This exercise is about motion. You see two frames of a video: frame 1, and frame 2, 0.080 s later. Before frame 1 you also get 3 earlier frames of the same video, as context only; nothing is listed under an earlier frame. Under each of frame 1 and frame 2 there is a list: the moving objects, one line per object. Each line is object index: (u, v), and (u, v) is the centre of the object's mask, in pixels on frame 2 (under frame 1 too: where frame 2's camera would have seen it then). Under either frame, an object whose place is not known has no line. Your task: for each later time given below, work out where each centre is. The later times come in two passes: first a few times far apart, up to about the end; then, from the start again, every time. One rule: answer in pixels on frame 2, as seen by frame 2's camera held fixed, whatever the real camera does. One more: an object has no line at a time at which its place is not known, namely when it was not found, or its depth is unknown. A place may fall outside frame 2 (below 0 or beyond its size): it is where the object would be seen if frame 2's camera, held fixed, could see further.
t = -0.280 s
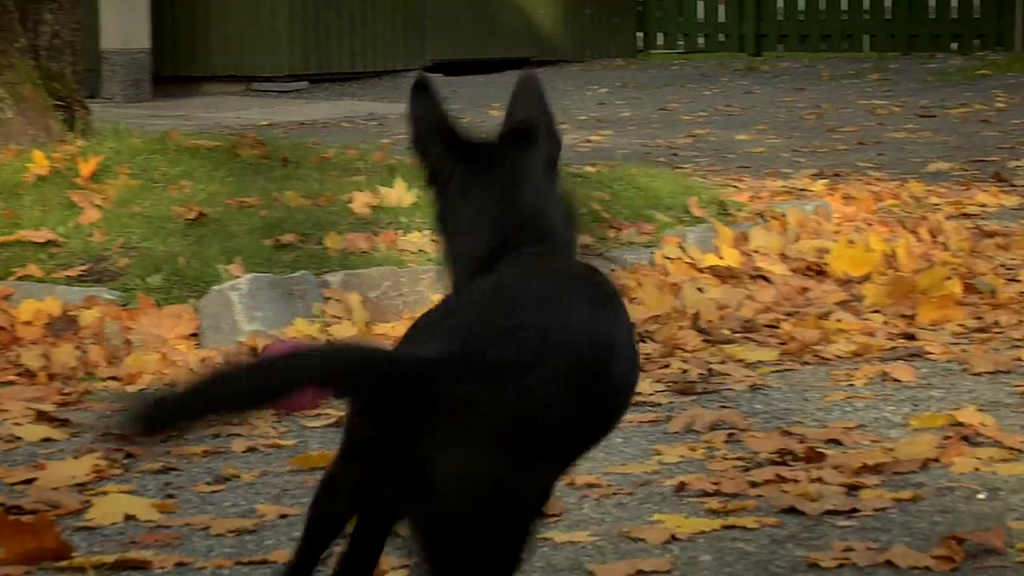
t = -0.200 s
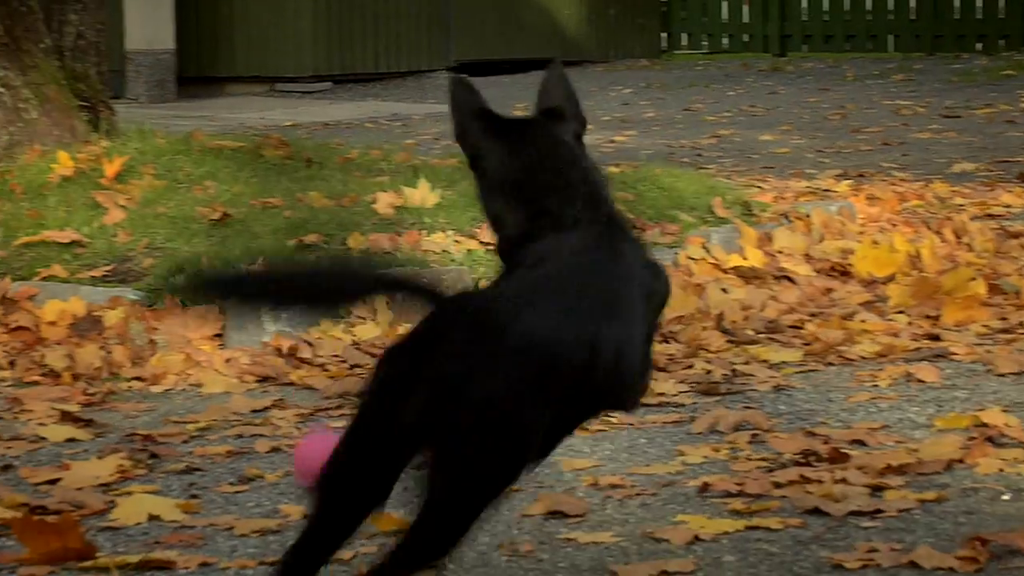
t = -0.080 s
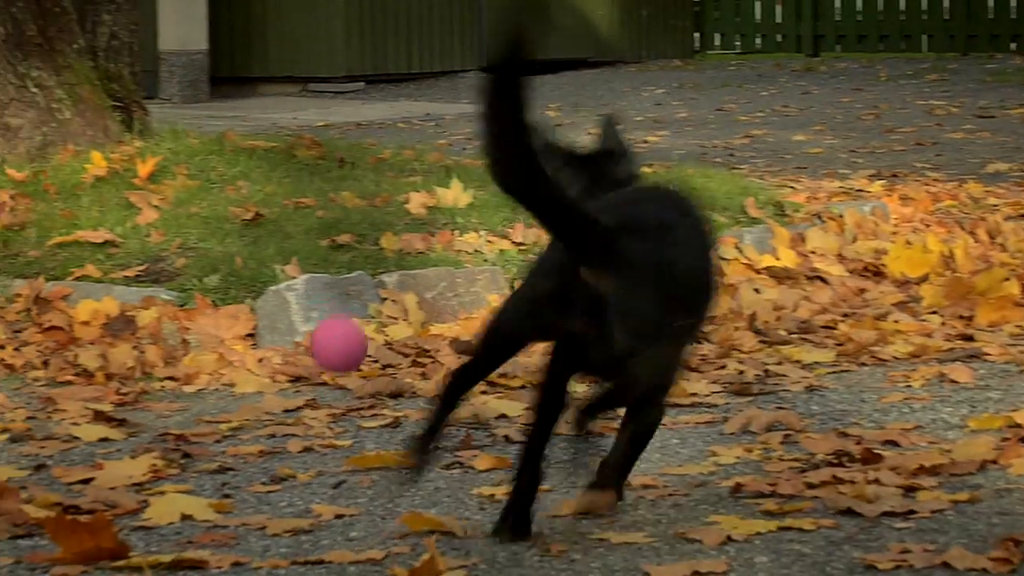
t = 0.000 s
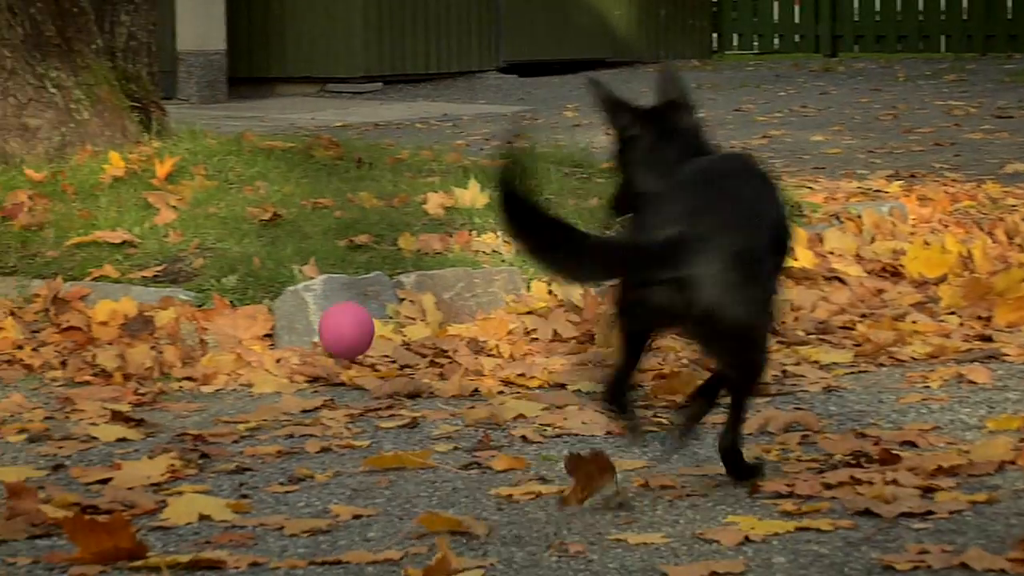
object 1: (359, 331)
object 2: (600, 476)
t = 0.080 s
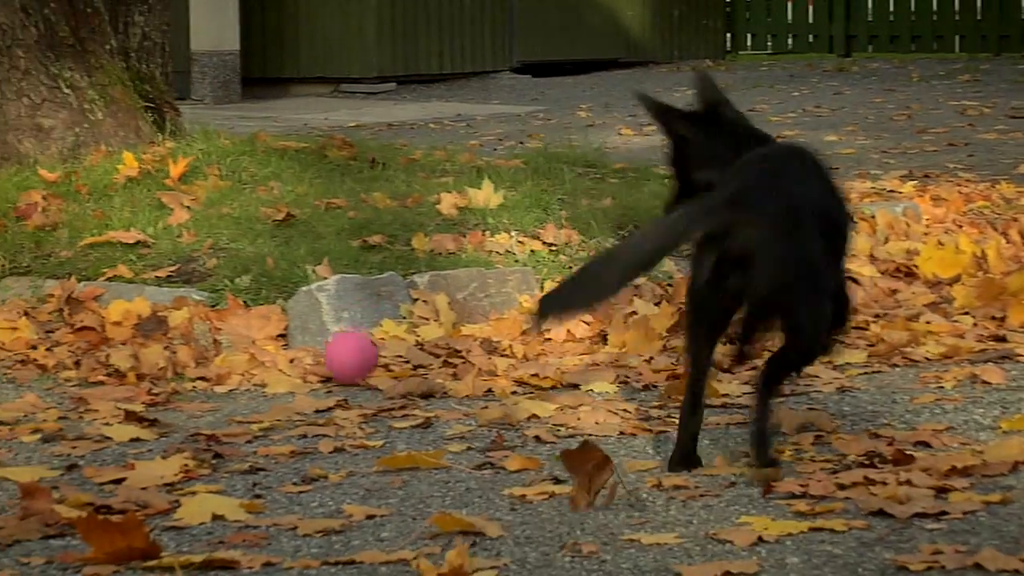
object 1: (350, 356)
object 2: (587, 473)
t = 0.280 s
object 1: (337, 344)
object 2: (558, 478)
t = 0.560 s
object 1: (374, 212)
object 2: (545, 501)
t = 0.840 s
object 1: (457, 301)
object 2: (543, 499)
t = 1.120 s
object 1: (529, 294)
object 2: (535, 497)
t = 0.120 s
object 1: (346, 382)
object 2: (578, 469)
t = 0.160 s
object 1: (344, 382)
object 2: (572, 470)
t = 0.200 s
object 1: (341, 358)
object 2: (567, 471)
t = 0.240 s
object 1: (339, 346)
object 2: (562, 473)
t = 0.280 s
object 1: (337, 344)
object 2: (558, 478)
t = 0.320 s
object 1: (336, 347)
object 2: (560, 485)
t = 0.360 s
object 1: (334, 347)
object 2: (557, 487)
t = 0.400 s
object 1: (336, 331)
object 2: (550, 493)
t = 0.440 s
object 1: (340, 302)
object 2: (544, 502)
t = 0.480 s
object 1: (353, 266)
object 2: (544, 502)
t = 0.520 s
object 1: (363, 235)
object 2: (545, 502)
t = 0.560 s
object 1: (374, 212)
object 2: (545, 501)
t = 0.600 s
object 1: (386, 197)
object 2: (546, 500)
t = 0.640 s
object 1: (397, 193)
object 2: (546, 500)
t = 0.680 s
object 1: (410, 196)
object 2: (546, 500)
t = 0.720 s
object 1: (421, 209)
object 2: (546, 500)
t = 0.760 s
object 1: (433, 231)
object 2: (545, 499)
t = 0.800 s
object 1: (445, 262)
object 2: (544, 500)
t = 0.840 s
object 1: (457, 301)
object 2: (543, 499)
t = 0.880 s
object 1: (469, 349)
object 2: (543, 499)
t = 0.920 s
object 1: (480, 333)
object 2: (541, 499)
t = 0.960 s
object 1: (490, 306)
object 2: (541, 499)
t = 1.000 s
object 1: (500, 291)
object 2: (540, 498)
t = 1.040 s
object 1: (510, 283)
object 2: (540, 498)
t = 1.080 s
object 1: (519, 283)
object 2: (538, 497)
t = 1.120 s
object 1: (529, 294)
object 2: (535, 497)
